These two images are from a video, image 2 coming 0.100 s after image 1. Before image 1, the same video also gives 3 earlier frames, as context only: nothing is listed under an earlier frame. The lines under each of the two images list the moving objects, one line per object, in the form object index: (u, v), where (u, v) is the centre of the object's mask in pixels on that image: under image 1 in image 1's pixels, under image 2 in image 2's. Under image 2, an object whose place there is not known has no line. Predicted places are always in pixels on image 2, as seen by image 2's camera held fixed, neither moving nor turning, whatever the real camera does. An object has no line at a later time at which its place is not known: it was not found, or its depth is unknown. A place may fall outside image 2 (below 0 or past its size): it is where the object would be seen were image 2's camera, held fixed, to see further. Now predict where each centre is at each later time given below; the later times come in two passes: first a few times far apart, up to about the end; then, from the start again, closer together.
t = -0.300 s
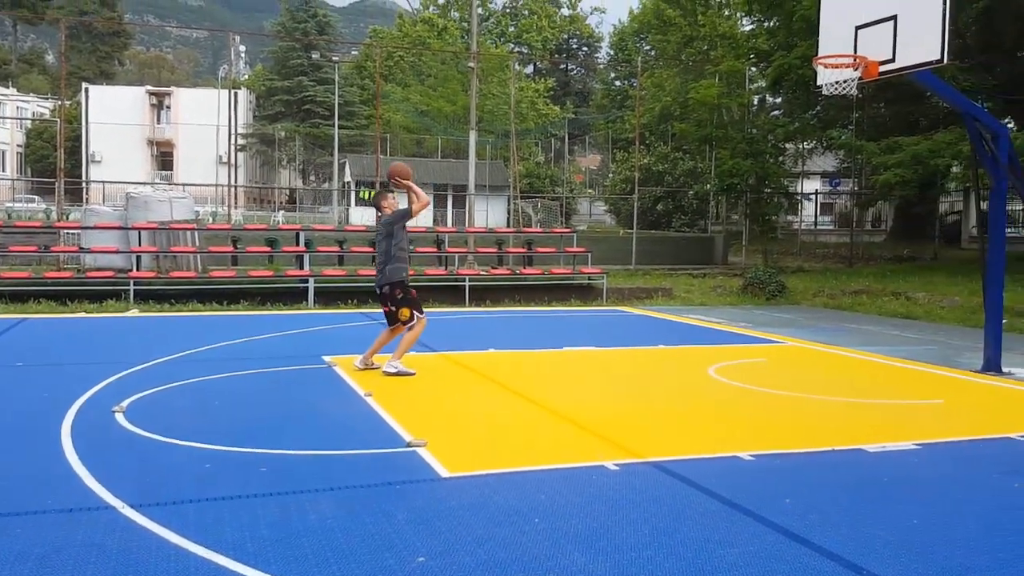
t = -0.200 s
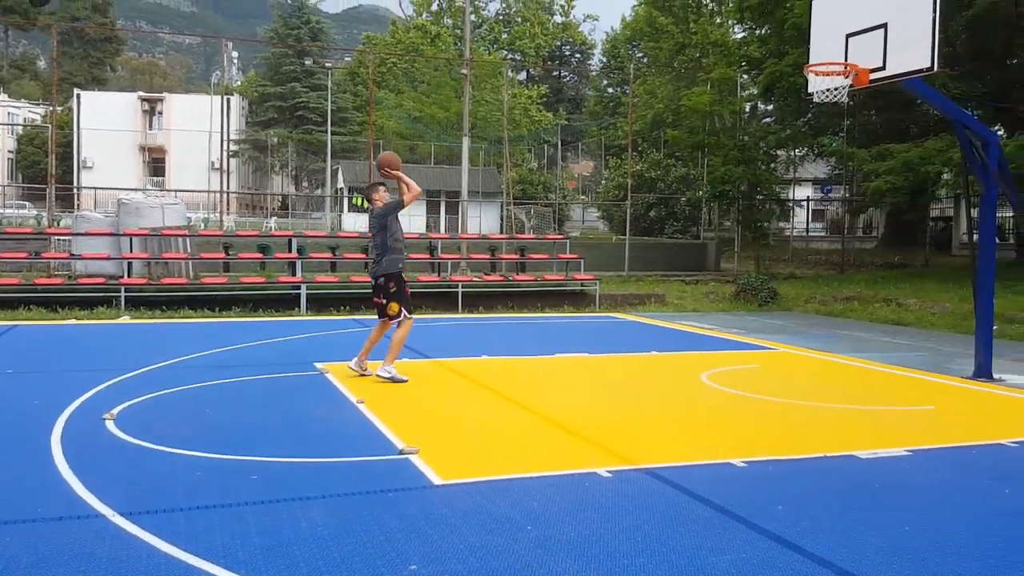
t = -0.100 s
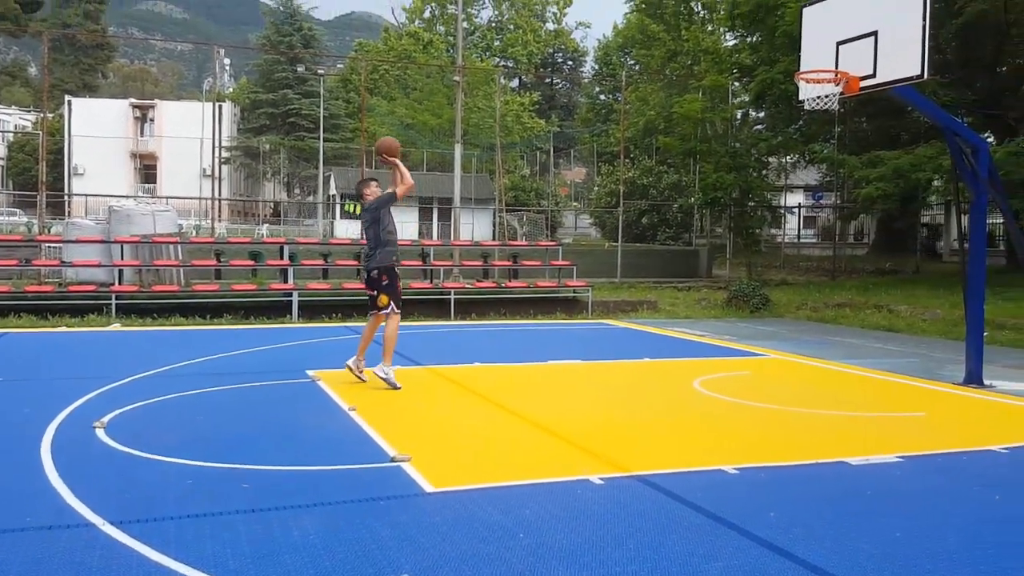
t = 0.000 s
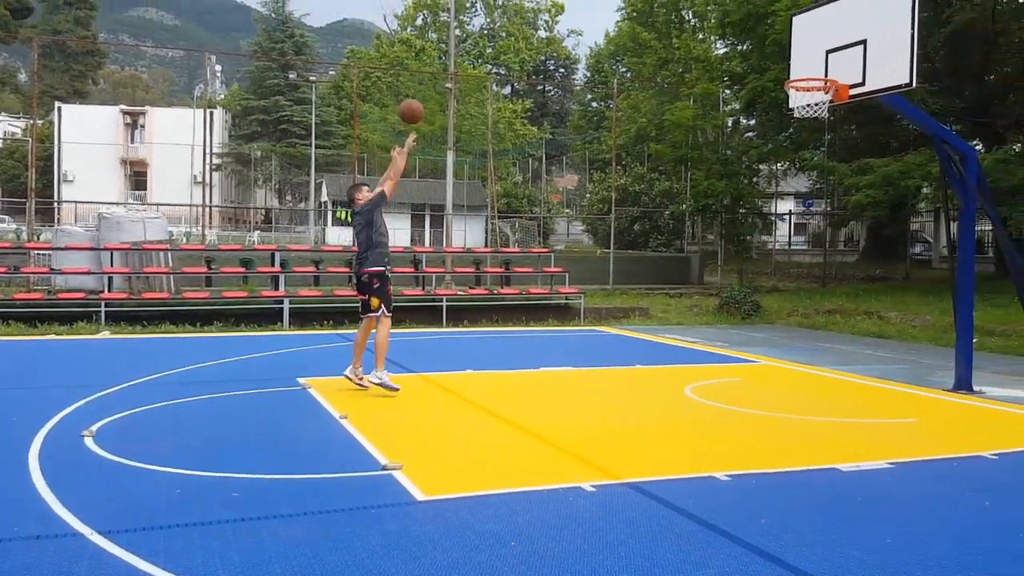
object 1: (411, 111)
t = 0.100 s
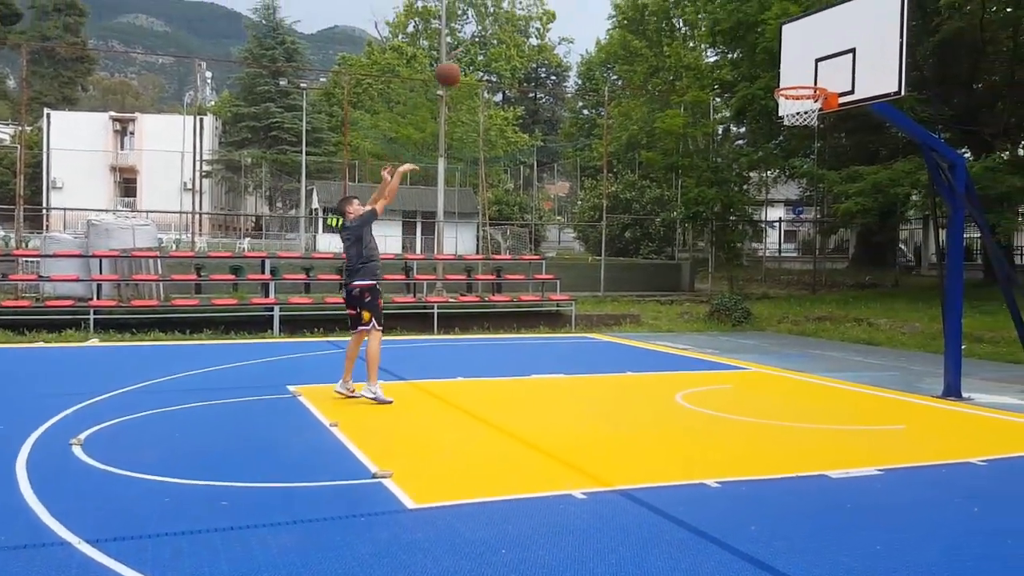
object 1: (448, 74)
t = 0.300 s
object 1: (537, 16)
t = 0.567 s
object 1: (653, 0)
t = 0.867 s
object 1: (778, 70)
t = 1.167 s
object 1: (853, 156)
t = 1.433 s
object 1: (900, 277)
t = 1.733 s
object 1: (929, 335)
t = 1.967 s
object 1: (920, 258)
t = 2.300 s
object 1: (907, 240)
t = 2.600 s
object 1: (890, 317)
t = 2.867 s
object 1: (880, 350)
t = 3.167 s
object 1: (876, 299)
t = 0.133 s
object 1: (463, 61)
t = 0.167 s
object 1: (478, 49)
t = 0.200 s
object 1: (493, 39)
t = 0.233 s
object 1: (508, 30)
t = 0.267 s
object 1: (523, 22)
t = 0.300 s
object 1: (537, 16)
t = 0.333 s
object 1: (552, 9)
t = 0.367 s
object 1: (567, 4)
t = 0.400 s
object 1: (581, 0)
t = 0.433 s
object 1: (596, -2)
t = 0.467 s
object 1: (611, -4)
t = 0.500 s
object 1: (625, -4)
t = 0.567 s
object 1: (653, 0)
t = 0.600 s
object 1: (668, 3)
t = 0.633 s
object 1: (682, 7)
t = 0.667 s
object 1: (696, 13)
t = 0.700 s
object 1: (710, 19)
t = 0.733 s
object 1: (724, 27)
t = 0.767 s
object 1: (738, 36)
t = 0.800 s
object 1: (752, 46)
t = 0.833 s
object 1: (765, 57)
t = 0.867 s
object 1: (778, 70)
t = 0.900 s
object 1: (792, 79)
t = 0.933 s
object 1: (804, 97)
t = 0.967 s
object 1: (817, 109)
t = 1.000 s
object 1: (823, 115)
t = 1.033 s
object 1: (829, 120)
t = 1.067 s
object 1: (835, 128)
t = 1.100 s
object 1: (842, 136)
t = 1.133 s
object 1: (847, 145)
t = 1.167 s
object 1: (853, 156)
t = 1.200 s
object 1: (859, 167)
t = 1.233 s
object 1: (864, 179)
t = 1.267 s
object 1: (871, 193)
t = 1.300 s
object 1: (877, 208)
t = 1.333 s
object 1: (883, 224)
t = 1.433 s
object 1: (900, 277)
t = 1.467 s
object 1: (906, 297)
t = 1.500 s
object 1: (912, 317)
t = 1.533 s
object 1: (918, 339)
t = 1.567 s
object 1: (925, 362)
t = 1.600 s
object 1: (930, 386)
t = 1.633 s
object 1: (931, 385)
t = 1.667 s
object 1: (931, 367)
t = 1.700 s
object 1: (930, 350)
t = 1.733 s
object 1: (929, 335)
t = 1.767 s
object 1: (928, 321)
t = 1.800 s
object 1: (927, 307)
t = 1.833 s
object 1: (926, 295)
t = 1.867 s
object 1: (925, 284)
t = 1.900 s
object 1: (924, 274)
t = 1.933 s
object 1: (923, 266)
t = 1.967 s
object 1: (920, 258)
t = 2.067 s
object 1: (918, 240)
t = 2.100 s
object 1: (916, 237)
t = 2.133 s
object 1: (915, 235)
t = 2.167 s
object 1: (913, 233)
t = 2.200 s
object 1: (912, 233)
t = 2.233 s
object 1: (910, 234)
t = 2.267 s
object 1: (908, 236)
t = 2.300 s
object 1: (907, 240)
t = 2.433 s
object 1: (899, 264)
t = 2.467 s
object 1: (898, 273)
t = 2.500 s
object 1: (895, 282)
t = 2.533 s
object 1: (894, 292)
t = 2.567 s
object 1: (892, 304)
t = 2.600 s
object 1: (890, 317)
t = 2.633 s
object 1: (888, 331)
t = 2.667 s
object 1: (887, 346)
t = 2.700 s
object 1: (884, 362)
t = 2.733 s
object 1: (882, 379)
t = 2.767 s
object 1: (881, 387)
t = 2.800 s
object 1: (880, 374)
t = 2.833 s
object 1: (879, 361)
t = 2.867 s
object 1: (880, 350)
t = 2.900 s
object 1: (879, 340)
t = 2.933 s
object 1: (879, 331)
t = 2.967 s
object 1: (878, 323)
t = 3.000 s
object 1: (877, 317)
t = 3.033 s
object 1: (876, 310)
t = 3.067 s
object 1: (877, 306)
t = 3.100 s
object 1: (877, 303)
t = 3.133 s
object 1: (876, 300)
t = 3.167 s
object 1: (876, 299)
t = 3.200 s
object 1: (875, 299)
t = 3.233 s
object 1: (875, 299)
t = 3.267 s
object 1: (873, 301)
